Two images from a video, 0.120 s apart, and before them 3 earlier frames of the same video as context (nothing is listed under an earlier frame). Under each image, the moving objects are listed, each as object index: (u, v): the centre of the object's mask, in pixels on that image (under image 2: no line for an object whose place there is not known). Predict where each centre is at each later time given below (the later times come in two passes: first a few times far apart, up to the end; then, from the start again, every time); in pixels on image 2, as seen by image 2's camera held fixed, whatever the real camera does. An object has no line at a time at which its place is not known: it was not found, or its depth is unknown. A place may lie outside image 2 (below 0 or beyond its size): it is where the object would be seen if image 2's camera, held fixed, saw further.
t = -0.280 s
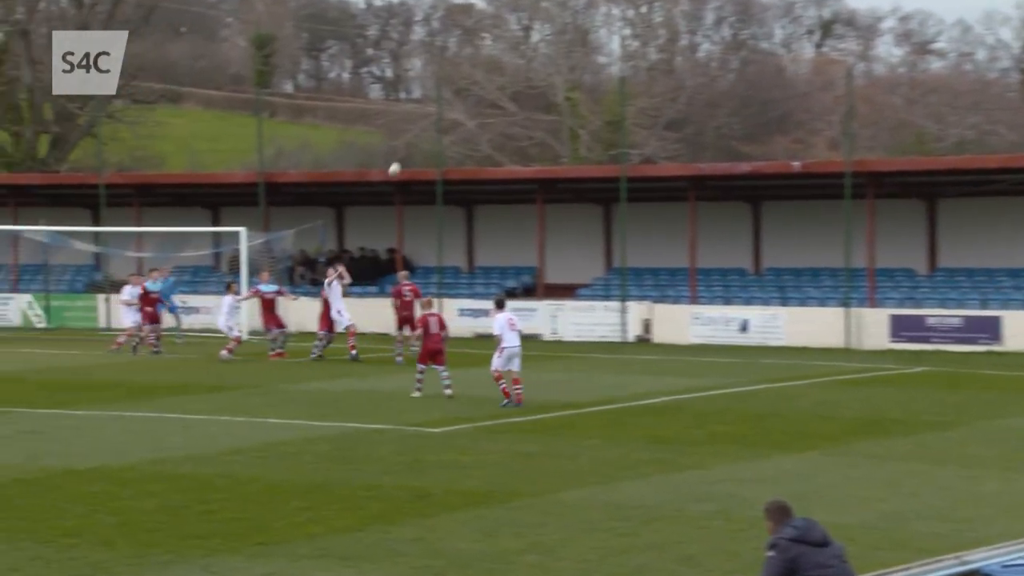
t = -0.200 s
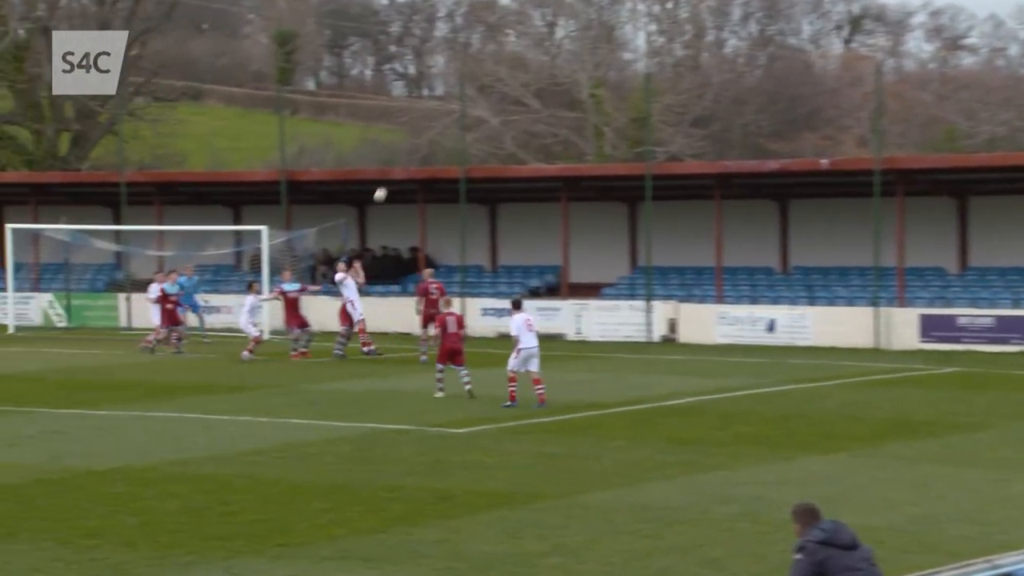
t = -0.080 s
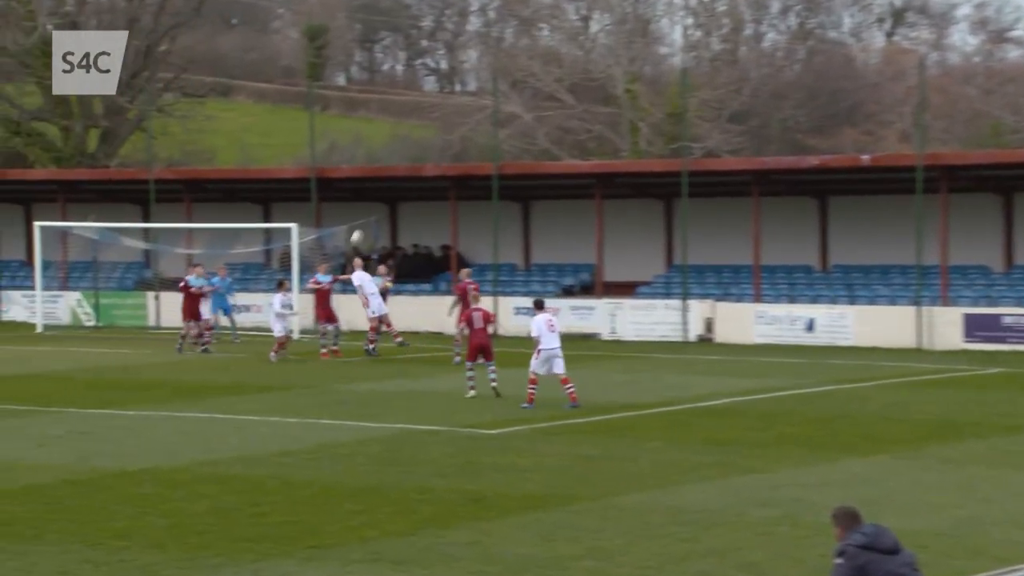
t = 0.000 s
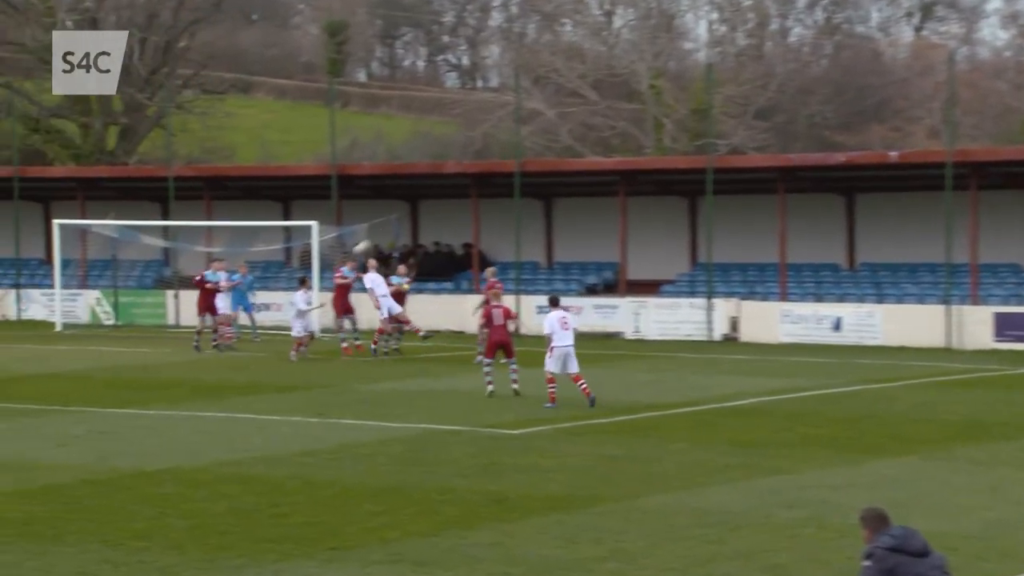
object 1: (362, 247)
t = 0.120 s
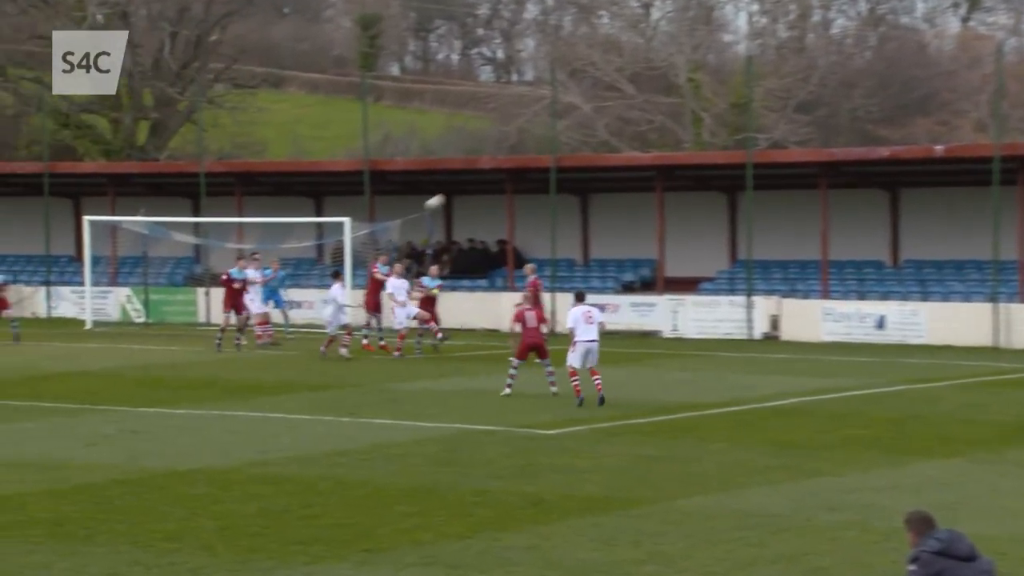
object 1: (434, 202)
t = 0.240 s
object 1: (473, 167)
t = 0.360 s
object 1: (509, 139)
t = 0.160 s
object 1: (448, 189)
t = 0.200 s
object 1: (461, 178)
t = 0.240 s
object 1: (473, 167)
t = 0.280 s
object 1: (485, 156)
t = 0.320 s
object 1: (498, 148)
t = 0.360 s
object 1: (509, 139)
